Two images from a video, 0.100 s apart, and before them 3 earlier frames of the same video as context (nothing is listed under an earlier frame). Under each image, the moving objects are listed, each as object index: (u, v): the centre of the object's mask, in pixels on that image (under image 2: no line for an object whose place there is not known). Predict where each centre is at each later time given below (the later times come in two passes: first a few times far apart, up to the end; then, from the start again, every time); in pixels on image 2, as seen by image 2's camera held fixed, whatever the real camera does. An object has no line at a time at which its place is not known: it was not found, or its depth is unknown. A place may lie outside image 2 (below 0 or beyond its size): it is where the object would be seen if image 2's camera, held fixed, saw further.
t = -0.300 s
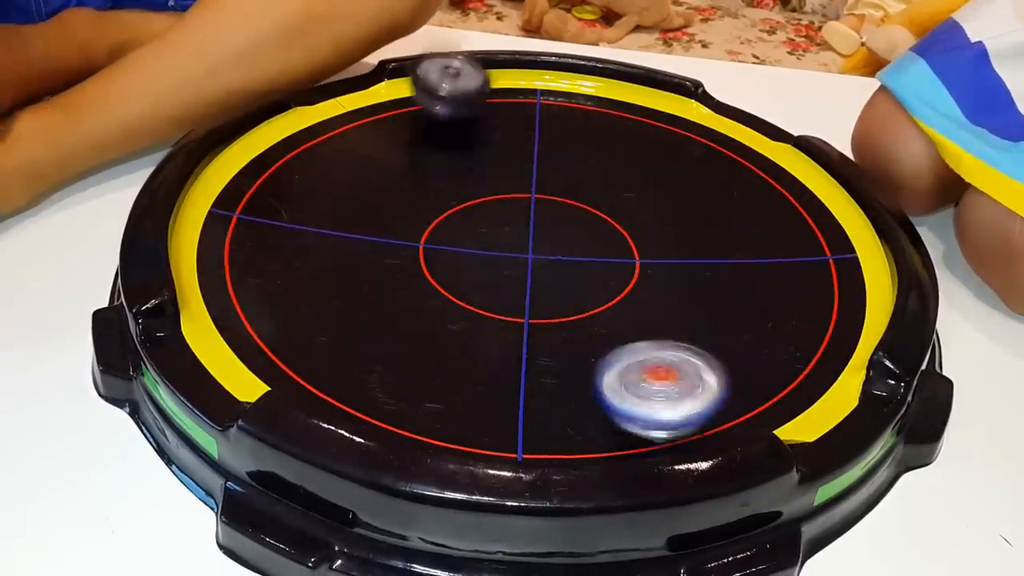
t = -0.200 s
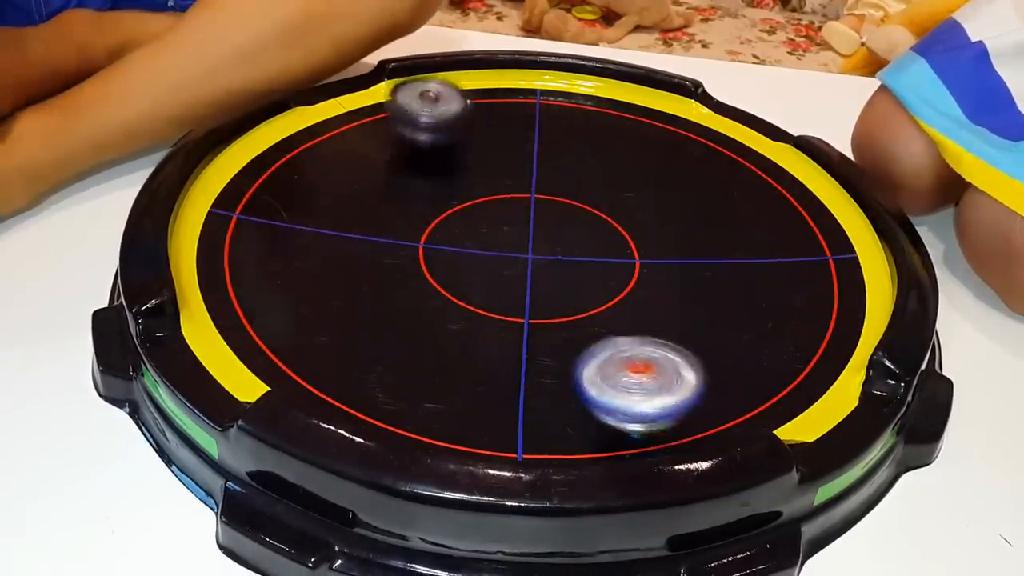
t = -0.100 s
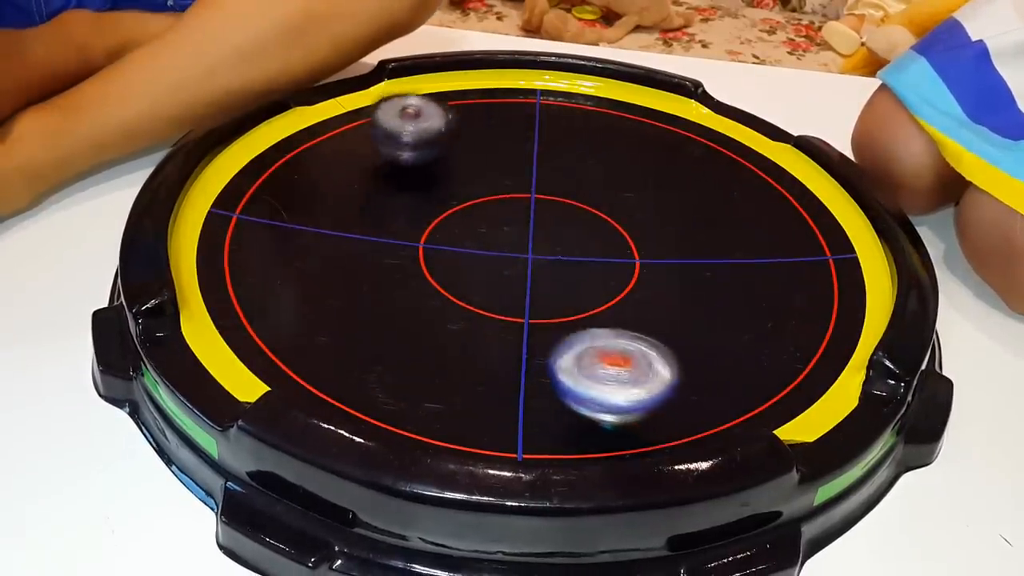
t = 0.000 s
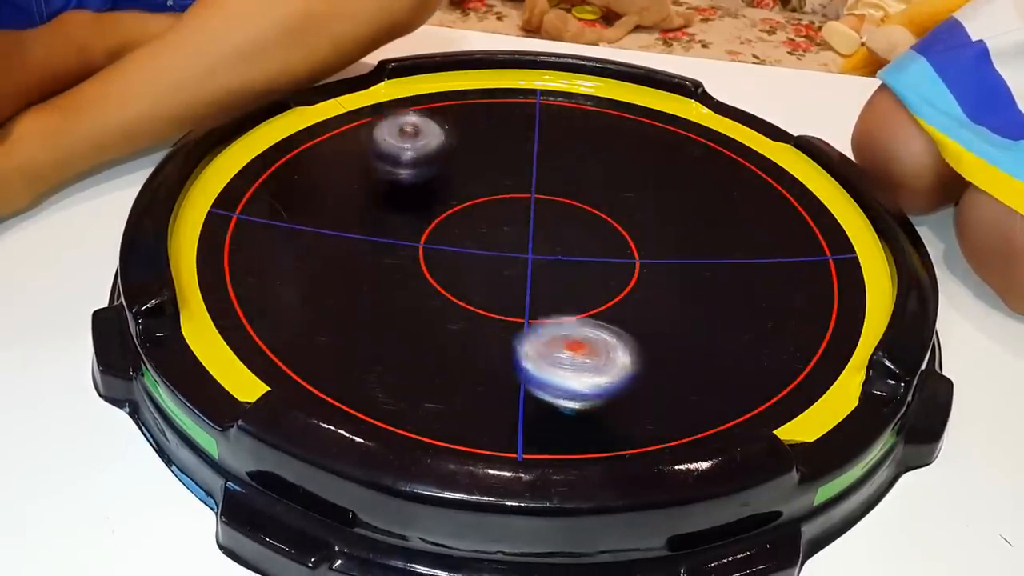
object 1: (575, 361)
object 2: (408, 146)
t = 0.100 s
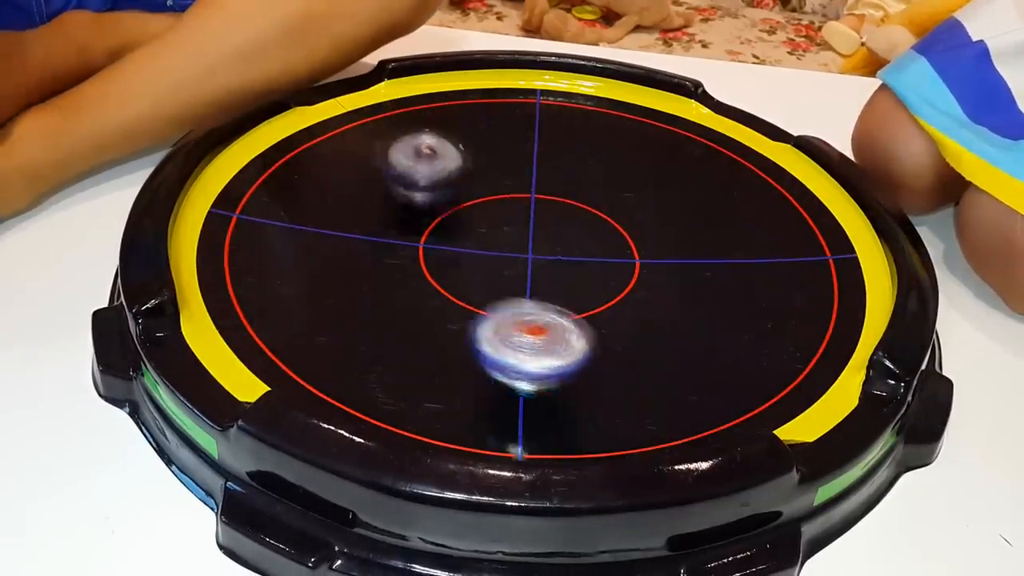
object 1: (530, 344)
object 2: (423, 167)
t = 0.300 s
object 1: (448, 300)
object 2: (505, 213)
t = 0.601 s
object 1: (361, 228)
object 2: (623, 232)
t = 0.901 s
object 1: (344, 172)
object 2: (687, 205)
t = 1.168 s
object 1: (391, 142)
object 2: (648, 197)
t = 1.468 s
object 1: (475, 131)
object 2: (558, 216)
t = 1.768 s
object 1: (570, 141)
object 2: (515, 254)
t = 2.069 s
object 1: (640, 177)
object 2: (510, 271)
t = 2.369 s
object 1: (674, 222)
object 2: (522, 263)
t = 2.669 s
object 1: (672, 275)
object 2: (508, 214)
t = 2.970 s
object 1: (621, 300)
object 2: (479, 189)
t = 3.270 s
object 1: (524, 283)
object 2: (486, 193)
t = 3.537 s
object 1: (445, 257)
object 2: (528, 205)
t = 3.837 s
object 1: (412, 217)
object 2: (572, 214)
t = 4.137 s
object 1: (433, 181)
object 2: (604, 222)
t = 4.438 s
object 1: (479, 158)
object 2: (600, 216)
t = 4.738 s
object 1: (530, 153)
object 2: (537, 220)
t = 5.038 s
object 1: (576, 162)
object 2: (499, 240)
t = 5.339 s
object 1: (591, 192)
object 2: (506, 251)
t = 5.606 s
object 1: (718, 217)
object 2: (362, 241)
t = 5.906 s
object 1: (749, 258)
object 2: (240, 200)
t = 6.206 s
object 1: (664, 273)
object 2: (268, 187)
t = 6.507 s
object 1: (625, 225)
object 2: (411, 185)
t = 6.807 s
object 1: (666, 199)
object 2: (534, 217)
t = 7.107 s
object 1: (710, 228)
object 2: (602, 287)
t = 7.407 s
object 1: (653, 258)
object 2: (573, 362)
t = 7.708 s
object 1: (590, 230)
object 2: (529, 387)
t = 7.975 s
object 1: (606, 195)
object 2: (498, 330)
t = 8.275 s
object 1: (667, 194)
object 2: (496, 253)
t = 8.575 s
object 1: (683, 231)
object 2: (577, 206)
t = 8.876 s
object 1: (653, 277)
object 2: (654, 191)
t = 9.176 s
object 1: (616, 246)
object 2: (731, 209)
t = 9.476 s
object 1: (626, 215)
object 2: (743, 222)
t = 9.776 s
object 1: (601, 219)
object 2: (771, 262)
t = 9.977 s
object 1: (564, 217)
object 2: (746, 286)
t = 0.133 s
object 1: (516, 338)
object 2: (432, 177)
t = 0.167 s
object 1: (502, 330)
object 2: (442, 183)
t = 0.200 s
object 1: (488, 322)
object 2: (455, 190)
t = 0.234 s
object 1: (474, 315)
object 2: (468, 198)
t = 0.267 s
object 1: (461, 307)
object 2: (487, 207)
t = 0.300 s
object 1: (448, 300)
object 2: (505, 213)
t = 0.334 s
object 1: (434, 291)
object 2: (526, 218)
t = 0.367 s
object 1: (422, 283)
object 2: (544, 221)
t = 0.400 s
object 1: (412, 276)
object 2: (560, 222)
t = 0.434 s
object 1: (402, 268)
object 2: (568, 225)
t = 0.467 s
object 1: (393, 260)
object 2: (572, 227)
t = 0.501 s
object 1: (384, 252)
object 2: (578, 230)
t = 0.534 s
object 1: (375, 244)
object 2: (589, 232)
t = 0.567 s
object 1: (367, 236)
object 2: (604, 233)
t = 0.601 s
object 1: (361, 228)
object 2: (623, 232)
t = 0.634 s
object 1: (356, 221)
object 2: (642, 230)
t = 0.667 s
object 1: (351, 214)
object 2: (656, 226)
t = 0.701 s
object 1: (347, 207)
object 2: (665, 223)
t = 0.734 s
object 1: (345, 200)
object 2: (676, 220)
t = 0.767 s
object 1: (342, 194)
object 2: (683, 218)
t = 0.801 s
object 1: (341, 188)
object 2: (686, 214)
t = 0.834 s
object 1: (340, 181)
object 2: (689, 209)
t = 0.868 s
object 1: (342, 176)
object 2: (688, 206)
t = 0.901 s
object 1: (344, 172)
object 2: (687, 205)
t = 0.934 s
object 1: (348, 167)
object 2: (686, 203)
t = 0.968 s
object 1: (352, 163)
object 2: (681, 201)
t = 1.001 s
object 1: (357, 158)
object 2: (678, 200)
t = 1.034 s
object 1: (363, 155)
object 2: (673, 198)
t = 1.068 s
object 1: (369, 151)
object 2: (665, 198)
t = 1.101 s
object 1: (375, 148)
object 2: (661, 198)
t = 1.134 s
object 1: (383, 145)
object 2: (655, 196)
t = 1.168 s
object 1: (391, 142)
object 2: (648, 197)
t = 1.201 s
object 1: (400, 140)
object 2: (640, 197)
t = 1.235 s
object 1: (408, 138)
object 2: (631, 197)
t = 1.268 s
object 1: (418, 136)
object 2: (620, 198)
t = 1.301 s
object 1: (427, 135)
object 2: (605, 200)
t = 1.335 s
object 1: (436, 133)
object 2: (596, 202)
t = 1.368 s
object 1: (446, 132)
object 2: (586, 205)
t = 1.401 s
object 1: (456, 131)
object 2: (578, 208)
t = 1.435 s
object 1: (466, 131)
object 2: (567, 211)
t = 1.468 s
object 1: (475, 131)
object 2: (558, 216)
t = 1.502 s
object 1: (484, 131)
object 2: (551, 219)
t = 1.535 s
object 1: (496, 133)
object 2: (542, 225)
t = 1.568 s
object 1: (507, 134)
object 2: (536, 229)
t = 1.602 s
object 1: (517, 135)
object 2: (531, 235)
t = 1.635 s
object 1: (528, 136)
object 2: (527, 239)
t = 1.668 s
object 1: (539, 137)
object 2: (524, 242)
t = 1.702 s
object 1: (550, 138)
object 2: (521, 246)
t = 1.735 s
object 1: (560, 139)
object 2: (518, 251)
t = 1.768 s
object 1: (570, 141)
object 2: (515, 254)
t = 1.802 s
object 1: (579, 144)
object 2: (514, 258)
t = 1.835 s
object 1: (588, 147)
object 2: (513, 263)
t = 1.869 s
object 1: (595, 150)
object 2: (512, 265)
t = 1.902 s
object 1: (604, 155)
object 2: (511, 268)
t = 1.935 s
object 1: (611, 158)
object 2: (510, 269)
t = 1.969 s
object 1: (620, 163)
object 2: (510, 269)
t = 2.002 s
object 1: (626, 167)
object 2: (511, 270)
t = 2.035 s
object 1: (633, 172)
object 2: (510, 271)
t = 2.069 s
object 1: (640, 177)
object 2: (510, 271)
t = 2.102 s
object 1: (645, 182)
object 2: (511, 271)
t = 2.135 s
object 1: (650, 187)
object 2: (512, 271)
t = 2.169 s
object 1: (655, 192)
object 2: (512, 270)
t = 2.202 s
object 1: (660, 197)
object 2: (514, 270)
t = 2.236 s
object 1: (664, 202)
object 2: (516, 269)
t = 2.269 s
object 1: (668, 208)
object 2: (517, 269)
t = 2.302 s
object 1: (670, 214)
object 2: (520, 267)
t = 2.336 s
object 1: (673, 219)
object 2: (520, 264)
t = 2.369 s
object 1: (674, 222)
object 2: (522, 263)
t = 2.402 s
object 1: (676, 228)
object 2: (525, 259)
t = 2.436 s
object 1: (678, 234)
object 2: (525, 254)
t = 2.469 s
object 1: (679, 240)
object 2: (528, 250)
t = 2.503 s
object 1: (680, 246)
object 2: (528, 244)
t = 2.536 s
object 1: (678, 252)
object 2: (527, 237)
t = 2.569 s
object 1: (677, 259)
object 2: (524, 230)
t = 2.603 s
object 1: (676, 265)
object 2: (519, 224)
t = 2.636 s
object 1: (674, 271)
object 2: (513, 218)
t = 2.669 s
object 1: (672, 275)
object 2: (508, 214)
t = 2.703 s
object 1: (669, 280)
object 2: (503, 209)
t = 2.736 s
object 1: (665, 284)
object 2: (499, 206)
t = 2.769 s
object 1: (661, 288)
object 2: (494, 202)
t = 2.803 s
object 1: (655, 292)
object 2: (492, 201)
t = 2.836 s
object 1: (650, 294)
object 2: (489, 197)
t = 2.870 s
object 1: (643, 297)
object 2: (486, 195)
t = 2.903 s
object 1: (636, 298)
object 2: (484, 192)
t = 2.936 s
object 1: (629, 299)
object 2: (482, 190)
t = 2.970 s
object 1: (621, 300)
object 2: (479, 189)
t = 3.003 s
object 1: (612, 300)
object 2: (478, 188)
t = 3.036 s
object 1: (602, 299)
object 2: (477, 187)
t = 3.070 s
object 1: (592, 298)
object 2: (477, 188)
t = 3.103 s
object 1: (580, 296)
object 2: (478, 187)
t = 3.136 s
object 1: (568, 294)
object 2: (478, 187)
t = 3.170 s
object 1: (558, 292)
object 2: (479, 189)
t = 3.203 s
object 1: (546, 289)
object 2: (480, 189)
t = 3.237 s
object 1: (536, 286)
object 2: (482, 190)
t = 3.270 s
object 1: (524, 283)
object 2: (486, 193)
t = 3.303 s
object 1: (512, 281)
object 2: (489, 194)
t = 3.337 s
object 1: (501, 278)
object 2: (491, 195)
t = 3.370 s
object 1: (490, 275)
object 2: (497, 197)
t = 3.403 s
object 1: (481, 272)
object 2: (502, 197)
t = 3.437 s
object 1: (470, 268)
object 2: (510, 200)
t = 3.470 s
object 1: (462, 265)
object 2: (514, 201)
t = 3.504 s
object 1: (453, 261)
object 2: (521, 202)
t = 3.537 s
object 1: (445, 257)
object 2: (528, 205)
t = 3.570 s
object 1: (438, 253)
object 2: (534, 205)
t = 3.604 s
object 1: (433, 249)
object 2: (540, 205)
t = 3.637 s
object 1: (427, 244)
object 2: (545, 207)
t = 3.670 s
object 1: (423, 240)
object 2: (551, 208)
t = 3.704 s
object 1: (419, 235)
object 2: (556, 209)
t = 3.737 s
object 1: (415, 231)
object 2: (560, 211)
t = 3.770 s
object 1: (413, 226)
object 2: (564, 212)
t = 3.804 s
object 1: (413, 222)
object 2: (570, 214)
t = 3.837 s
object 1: (412, 217)
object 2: (572, 214)
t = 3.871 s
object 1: (411, 213)
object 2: (577, 216)
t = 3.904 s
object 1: (412, 208)
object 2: (581, 216)
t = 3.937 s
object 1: (413, 204)
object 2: (584, 217)
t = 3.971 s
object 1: (415, 200)
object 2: (586, 218)
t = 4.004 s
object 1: (418, 197)
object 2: (590, 219)
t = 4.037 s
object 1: (421, 193)
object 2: (592, 220)
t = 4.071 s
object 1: (425, 189)
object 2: (595, 220)
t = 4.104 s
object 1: (428, 185)
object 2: (599, 221)
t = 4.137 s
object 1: (433, 181)
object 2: (604, 222)
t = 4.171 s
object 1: (436, 178)
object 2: (605, 221)
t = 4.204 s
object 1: (441, 175)
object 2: (609, 222)
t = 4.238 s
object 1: (445, 172)
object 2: (612, 221)
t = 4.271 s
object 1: (450, 168)
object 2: (614, 220)
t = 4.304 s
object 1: (456, 166)
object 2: (614, 220)
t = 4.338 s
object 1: (462, 164)
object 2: (612, 218)
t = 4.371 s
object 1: (466, 162)
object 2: (609, 218)
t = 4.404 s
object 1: (473, 160)
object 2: (605, 217)
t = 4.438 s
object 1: (479, 158)
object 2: (600, 216)
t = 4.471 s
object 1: (484, 156)
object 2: (593, 216)
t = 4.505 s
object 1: (488, 155)
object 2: (588, 216)
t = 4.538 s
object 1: (494, 155)
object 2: (582, 215)
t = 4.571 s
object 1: (500, 155)
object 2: (575, 215)
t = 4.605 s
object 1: (506, 154)
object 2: (567, 217)
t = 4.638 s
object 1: (513, 155)
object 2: (557, 216)
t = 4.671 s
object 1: (517, 154)
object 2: (551, 216)
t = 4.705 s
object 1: (523, 154)
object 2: (543, 218)
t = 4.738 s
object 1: (530, 153)
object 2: (537, 220)
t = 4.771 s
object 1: (535, 155)
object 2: (533, 224)
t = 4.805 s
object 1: (540, 156)
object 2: (524, 224)
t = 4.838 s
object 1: (545, 156)
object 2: (518, 227)
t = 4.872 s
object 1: (550, 156)
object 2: (514, 229)
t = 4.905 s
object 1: (556, 158)
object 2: (509, 231)
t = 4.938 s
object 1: (560, 159)
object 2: (505, 234)
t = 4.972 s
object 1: (565, 159)
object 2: (502, 236)
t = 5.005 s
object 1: (571, 160)
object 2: (500, 238)
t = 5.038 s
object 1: (576, 162)
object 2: (499, 240)
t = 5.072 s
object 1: (582, 163)
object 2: (499, 241)
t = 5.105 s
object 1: (586, 165)
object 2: (497, 243)
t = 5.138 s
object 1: (592, 168)
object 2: (498, 245)
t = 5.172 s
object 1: (595, 170)
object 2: (497, 246)
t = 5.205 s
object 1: (598, 173)
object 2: (497, 247)
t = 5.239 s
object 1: (598, 177)
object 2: (500, 250)
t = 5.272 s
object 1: (595, 182)
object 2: (502, 250)
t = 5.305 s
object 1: (592, 186)
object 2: (502, 248)
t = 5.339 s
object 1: (591, 192)
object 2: (506, 251)
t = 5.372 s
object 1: (590, 197)
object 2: (507, 249)
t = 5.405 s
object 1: (588, 202)
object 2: (511, 250)
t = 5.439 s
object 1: (599, 208)
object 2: (502, 249)
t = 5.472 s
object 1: (635, 209)
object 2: (465, 249)
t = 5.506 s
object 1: (665, 212)
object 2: (429, 248)
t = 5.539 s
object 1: (688, 212)
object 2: (403, 246)
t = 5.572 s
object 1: (705, 216)
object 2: (380, 244)
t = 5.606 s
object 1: (718, 217)
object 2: (362, 241)
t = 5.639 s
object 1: (728, 221)
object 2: (346, 239)
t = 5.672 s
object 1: (735, 223)
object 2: (331, 235)
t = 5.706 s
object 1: (742, 228)
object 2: (315, 231)
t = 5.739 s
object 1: (748, 231)
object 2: (300, 225)
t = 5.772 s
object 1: (751, 236)
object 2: (285, 219)
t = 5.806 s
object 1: (754, 241)
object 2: (274, 215)
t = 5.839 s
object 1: (754, 247)
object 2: (262, 210)
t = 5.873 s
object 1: (753, 252)
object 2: (250, 204)
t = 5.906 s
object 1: (749, 258)
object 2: (240, 200)
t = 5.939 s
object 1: (744, 263)
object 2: (234, 196)
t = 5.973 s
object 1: (737, 268)
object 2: (231, 194)
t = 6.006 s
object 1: (728, 272)
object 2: (230, 192)
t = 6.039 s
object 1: (718, 274)
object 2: (231, 190)
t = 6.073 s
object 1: (708, 276)
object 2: (234, 189)
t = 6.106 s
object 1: (697, 277)
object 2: (238, 187)
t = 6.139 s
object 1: (686, 276)
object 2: (247, 187)
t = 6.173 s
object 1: (675, 275)
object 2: (255, 187)
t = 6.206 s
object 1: (664, 273)
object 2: (268, 187)
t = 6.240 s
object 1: (654, 269)
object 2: (282, 187)
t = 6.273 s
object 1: (644, 264)
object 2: (296, 186)
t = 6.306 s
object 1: (638, 259)
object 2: (314, 186)
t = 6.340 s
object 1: (631, 254)
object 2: (331, 186)
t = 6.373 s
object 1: (627, 249)
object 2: (347, 186)
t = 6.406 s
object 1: (625, 242)
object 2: (362, 183)
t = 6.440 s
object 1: (624, 237)
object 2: (378, 184)
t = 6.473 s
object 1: (624, 231)
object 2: (394, 185)
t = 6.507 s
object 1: (625, 225)
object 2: (411, 185)
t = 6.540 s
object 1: (627, 221)
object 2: (426, 186)
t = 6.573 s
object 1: (629, 216)
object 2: (442, 188)
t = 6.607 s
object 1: (633, 212)
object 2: (455, 189)
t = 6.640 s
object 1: (637, 208)
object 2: (469, 192)
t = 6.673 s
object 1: (642, 205)
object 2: (483, 196)
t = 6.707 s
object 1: (647, 203)
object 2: (497, 201)
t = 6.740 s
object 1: (652, 200)
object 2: (509, 206)
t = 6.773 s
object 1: (658, 199)
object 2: (523, 211)
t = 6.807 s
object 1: (666, 199)
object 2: (534, 217)
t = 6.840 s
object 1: (672, 199)
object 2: (547, 224)
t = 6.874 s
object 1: (680, 200)
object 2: (556, 230)
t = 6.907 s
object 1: (686, 203)
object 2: (568, 238)
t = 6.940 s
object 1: (693, 206)
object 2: (578, 247)
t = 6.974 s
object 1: (698, 210)
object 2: (585, 255)
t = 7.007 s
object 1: (704, 214)
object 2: (590, 262)
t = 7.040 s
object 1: (707, 218)
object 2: (594, 270)
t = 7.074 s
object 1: (710, 223)
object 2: (599, 278)
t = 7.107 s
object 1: (710, 228)
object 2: (602, 287)
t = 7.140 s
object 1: (710, 233)
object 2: (602, 295)
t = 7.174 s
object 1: (706, 238)
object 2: (603, 304)
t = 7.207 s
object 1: (703, 242)
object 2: (603, 312)
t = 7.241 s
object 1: (696, 248)
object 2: (600, 322)
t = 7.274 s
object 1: (689, 251)
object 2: (596, 329)
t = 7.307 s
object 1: (680, 255)
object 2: (591, 338)
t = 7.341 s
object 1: (672, 257)
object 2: (586, 347)
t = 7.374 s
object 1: (662, 258)
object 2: (580, 354)
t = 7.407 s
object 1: (653, 258)
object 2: (573, 362)
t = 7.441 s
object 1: (642, 258)
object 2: (565, 369)
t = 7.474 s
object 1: (633, 257)
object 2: (559, 374)
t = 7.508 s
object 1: (623, 255)
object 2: (552, 380)
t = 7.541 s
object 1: (616, 253)
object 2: (548, 384)
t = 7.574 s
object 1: (607, 249)
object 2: (543, 386)
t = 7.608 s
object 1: (601, 244)
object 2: (537, 389)
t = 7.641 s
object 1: (596, 240)
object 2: (534, 388)
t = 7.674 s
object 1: (593, 235)
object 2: (530, 387)
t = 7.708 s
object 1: (590, 230)
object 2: (529, 387)
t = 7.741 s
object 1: (589, 224)
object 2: (526, 381)
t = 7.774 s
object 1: (588, 219)
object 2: (523, 379)
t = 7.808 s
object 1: (590, 214)
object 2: (520, 372)
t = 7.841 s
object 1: (590, 210)
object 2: (517, 365)
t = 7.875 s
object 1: (593, 205)
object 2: (512, 357)
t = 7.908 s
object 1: (596, 202)
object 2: (507, 347)
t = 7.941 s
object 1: (601, 197)
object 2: (503, 338)
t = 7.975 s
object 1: (606, 195)
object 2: (498, 330)
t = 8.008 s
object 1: (612, 192)
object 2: (493, 321)
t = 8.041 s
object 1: (617, 190)
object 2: (492, 312)
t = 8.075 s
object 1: (624, 188)
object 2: (489, 304)
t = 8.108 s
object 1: (631, 187)
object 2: (488, 295)
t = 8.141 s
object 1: (639, 188)
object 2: (486, 286)
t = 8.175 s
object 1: (646, 188)
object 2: (489, 278)
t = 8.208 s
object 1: (654, 189)
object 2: (491, 270)
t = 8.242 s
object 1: (660, 192)
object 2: (493, 262)
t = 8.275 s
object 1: (667, 194)
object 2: (496, 253)
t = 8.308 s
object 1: (672, 198)
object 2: (502, 247)
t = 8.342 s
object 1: (677, 201)
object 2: (509, 240)
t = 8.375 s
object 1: (681, 205)
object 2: (517, 235)
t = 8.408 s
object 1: (685, 209)
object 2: (526, 229)
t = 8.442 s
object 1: (686, 214)
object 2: (534, 223)
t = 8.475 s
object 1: (687, 218)
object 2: (545, 218)
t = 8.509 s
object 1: (687, 222)
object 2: (554, 214)
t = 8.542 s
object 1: (685, 227)
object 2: (567, 210)
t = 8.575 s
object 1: (683, 231)
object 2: (577, 206)
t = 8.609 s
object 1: (678, 236)
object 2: (585, 201)
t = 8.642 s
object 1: (679, 244)
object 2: (593, 197)
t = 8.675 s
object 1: (681, 254)
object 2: (599, 190)
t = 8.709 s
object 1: (679, 259)
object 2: (603, 188)
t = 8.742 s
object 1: (675, 266)
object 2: (610, 187)
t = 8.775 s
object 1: (670, 271)
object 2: (622, 187)
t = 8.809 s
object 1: (666, 273)
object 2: (633, 188)
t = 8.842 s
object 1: (660, 276)
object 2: (643, 188)
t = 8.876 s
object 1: (653, 277)
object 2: (654, 191)
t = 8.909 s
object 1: (645, 277)
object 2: (661, 193)
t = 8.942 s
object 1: (639, 276)
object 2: (673, 193)
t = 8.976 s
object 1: (631, 273)
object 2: (684, 196)
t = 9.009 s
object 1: (626, 270)
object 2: (695, 199)
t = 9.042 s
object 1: (622, 265)
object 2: (705, 201)
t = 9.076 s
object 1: (618, 261)
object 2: (712, 204)
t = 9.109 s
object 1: (617, 256)
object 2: (720, 205)
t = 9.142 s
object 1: (617, 251)
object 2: (727, 207)
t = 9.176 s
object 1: (616, 246)
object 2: (731, 209)
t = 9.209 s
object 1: (617, 240)
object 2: (733, 211)
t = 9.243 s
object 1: (620, 236)
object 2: (733, 211)
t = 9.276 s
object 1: (622, 233)
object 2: (734, 213)
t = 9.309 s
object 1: (625, 229)
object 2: (734, 215)
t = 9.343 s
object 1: (627, 226)
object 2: (735, 216)
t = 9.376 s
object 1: (624, 223)
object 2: (738, 218)
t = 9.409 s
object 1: (621, 221)
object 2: (741, 220)
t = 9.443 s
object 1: (622, 217)
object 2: (741, 221)
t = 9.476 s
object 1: (626, 215)
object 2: (743, 222)
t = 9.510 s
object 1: (629, 216)
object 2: (741, 224)
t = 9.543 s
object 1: (631, 216)
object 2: (744, 229)
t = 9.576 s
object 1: (627, 216)
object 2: (750, 233)
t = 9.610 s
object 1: (623, 216)
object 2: (756, 237)
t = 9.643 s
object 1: (618, 217)
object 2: (760, 241)
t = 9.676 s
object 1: (611, 217)
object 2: (764, 247)
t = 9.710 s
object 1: (607, 219)
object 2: (769, 251)
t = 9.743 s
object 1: (606, 219)
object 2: (770, 256)
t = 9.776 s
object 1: (601, 219)
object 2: (771, 262)
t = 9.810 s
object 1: (593, 219)
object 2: (770, 266)
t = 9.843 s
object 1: (586, 219)
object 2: (767, 269)
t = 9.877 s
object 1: (579, 219)
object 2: (765, 274)
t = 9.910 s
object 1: (575, 219)
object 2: (761, 278)
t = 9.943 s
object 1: (569, 217)
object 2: (753, 281)
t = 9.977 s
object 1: (564, 217)
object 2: (746, 286)
